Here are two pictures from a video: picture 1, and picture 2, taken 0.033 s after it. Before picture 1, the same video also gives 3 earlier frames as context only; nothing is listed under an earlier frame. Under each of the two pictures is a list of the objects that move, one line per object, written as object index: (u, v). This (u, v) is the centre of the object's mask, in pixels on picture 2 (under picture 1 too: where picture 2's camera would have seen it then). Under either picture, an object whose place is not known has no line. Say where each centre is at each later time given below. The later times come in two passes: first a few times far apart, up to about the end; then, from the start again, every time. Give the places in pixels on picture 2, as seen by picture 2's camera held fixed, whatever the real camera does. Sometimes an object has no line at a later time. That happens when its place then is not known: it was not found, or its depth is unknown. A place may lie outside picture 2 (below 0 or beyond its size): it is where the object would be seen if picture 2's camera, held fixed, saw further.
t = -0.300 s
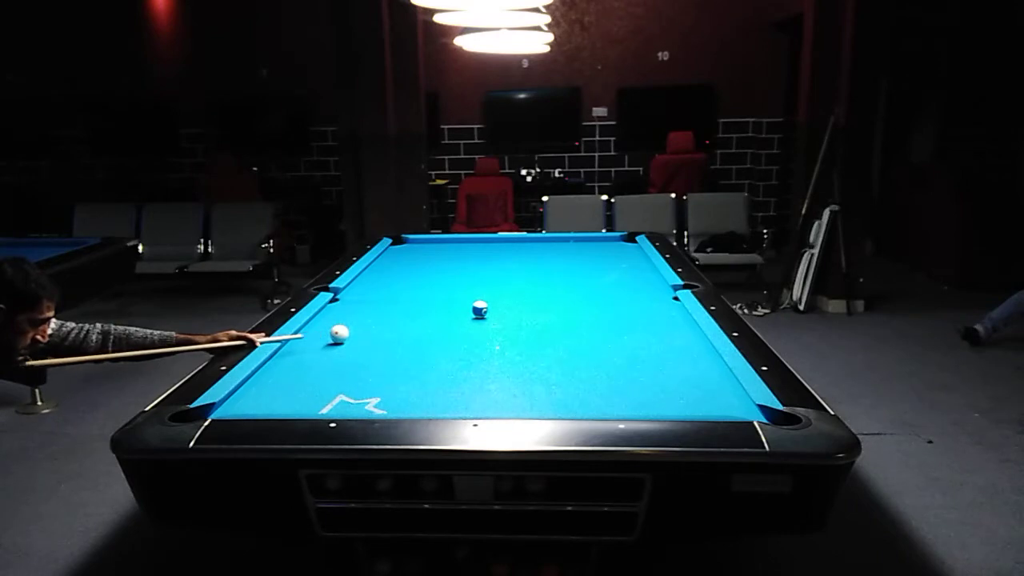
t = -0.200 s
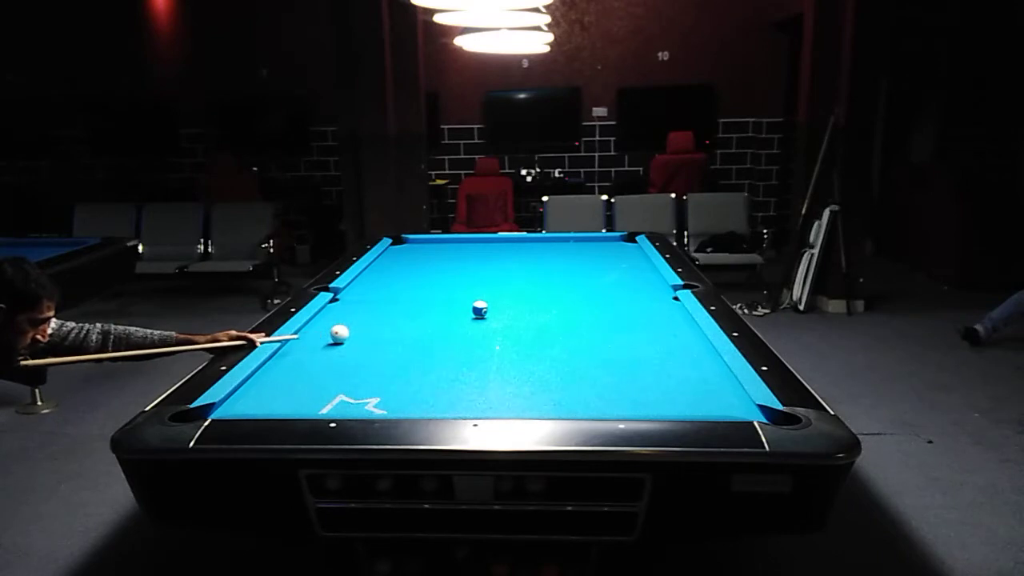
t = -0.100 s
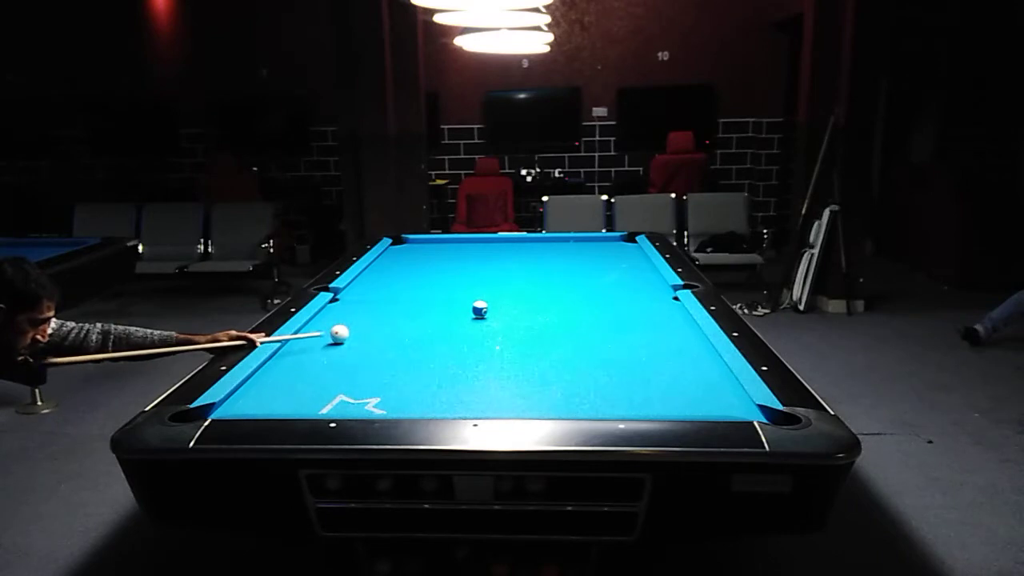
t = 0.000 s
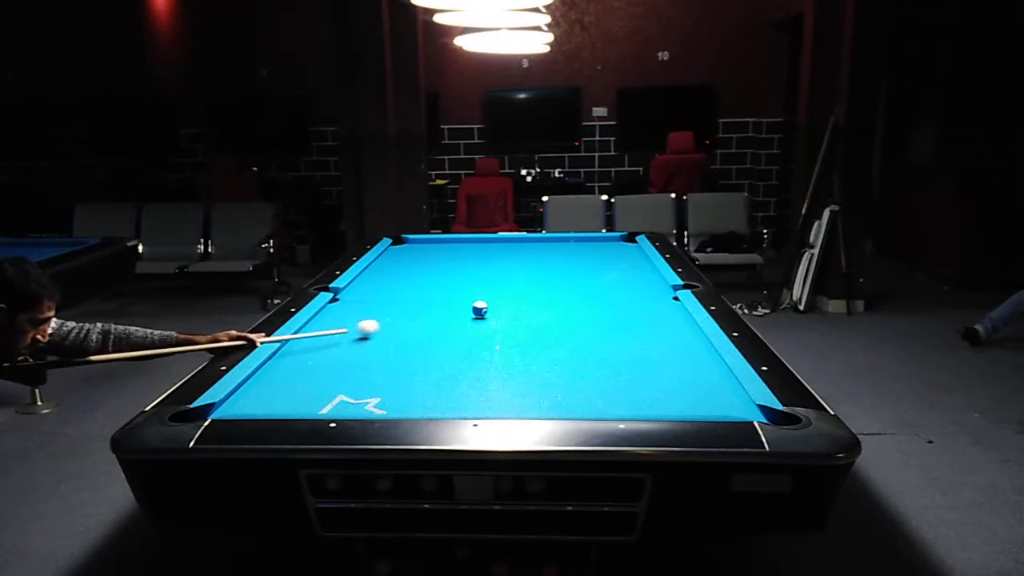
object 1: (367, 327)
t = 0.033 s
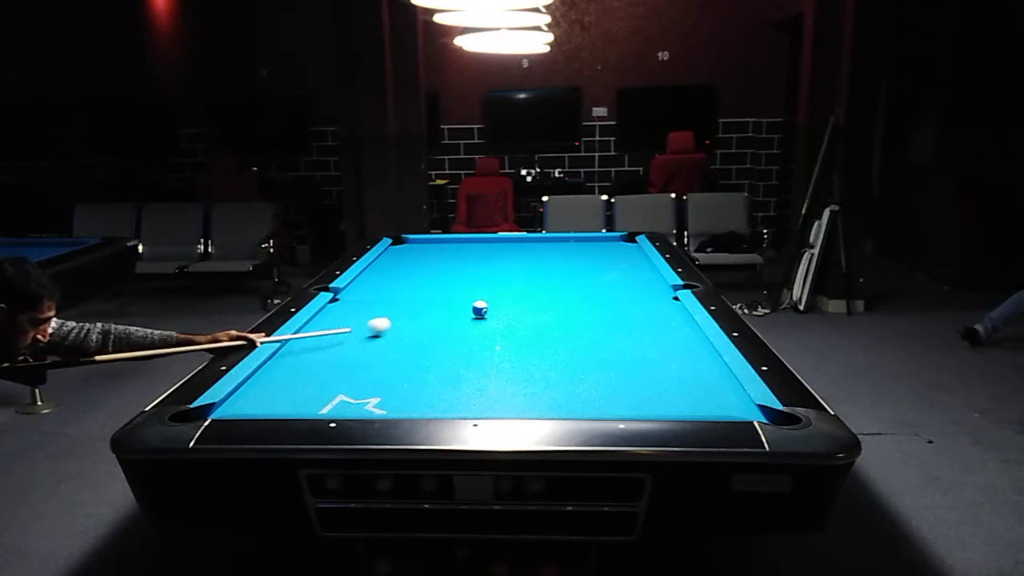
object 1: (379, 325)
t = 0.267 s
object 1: (451, 312)
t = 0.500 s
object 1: (468, 306)
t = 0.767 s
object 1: (478, 300)
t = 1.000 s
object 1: (487, 295)
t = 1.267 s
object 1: (495, 290)
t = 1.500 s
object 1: (501, 286)
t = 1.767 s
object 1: (508, 282)
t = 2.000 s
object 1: (513, 279)
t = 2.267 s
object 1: (517, 276)
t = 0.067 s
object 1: (390, 323)
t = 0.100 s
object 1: (401, 321)
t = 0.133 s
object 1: (411, 319)
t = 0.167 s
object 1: (421, 317)
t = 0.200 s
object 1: (431, 315)
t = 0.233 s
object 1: (441, 314)
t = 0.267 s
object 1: (451, 312)
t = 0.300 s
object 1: (460, 310)
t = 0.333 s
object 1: (463, 310)
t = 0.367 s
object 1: (463, 309)
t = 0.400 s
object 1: (464, 308)
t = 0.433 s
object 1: (466, 307)
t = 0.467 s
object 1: (467, 307)
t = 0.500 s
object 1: (468, 306)
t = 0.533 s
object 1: (470, 305)
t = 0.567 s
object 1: (471, 304)
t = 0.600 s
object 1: (472, 304)
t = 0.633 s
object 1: (474, 303)
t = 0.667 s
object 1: (475, 302)
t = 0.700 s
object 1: (476, 301)
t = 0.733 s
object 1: (478, 300)
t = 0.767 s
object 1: (478, 300)
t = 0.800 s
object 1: (480, 299)
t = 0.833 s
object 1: (481, 298)
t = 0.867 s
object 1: (482, 298)
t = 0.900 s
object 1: (483, 297)
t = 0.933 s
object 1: (484, 296)
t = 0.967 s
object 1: (486, 295)
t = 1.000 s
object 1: (487, 295)
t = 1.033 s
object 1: (488, 294)
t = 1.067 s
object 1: (489, 294)
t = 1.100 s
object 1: (490, 293)
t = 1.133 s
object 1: (491, 292)
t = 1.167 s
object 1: (492, 292)
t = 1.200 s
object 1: (493, 291)
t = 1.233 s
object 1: (494, 291)
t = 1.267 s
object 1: (495, 290)
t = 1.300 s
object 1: (496, 289)
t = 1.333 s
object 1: (497, 289)
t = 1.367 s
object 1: (498, 288)
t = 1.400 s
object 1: (499, 288)
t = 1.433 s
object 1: (500, 287)
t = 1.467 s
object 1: (501, 286)
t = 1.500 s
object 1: (501, 286)
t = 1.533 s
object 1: (502, 285)
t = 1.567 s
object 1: (503, 285)
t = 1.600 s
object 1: (504, 284)
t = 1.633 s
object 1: (505, 284)
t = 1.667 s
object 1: (506, 283)
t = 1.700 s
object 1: (506, 283)
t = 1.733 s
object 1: (507, 282)
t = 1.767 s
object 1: (508, 282)
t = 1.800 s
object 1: (508, 281)
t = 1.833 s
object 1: (509, 281)
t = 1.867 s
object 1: (510, 281)
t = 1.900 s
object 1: (511, 280)
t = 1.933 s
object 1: (511, 280)
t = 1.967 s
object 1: (512, 279)
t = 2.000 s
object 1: (513, 279)
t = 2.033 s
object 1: (513, 278)
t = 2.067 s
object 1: (514, 278)
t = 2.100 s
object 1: (515, 277)
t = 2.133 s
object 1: (515, 277)
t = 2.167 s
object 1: (516, 277)
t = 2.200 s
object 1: (516, 276)
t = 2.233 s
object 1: (517, 276)
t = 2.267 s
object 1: (517, 276)
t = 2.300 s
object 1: (518, 275)
